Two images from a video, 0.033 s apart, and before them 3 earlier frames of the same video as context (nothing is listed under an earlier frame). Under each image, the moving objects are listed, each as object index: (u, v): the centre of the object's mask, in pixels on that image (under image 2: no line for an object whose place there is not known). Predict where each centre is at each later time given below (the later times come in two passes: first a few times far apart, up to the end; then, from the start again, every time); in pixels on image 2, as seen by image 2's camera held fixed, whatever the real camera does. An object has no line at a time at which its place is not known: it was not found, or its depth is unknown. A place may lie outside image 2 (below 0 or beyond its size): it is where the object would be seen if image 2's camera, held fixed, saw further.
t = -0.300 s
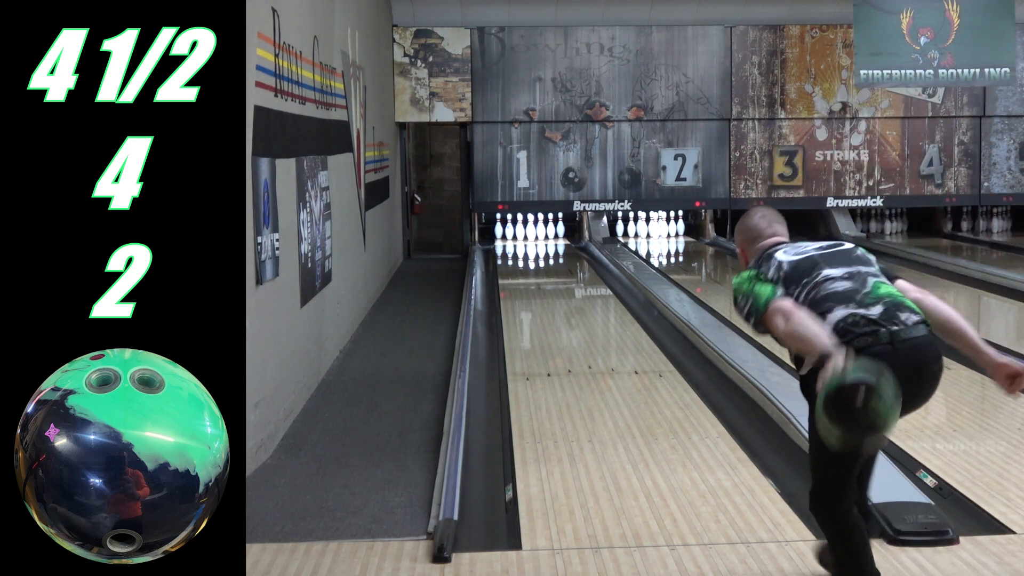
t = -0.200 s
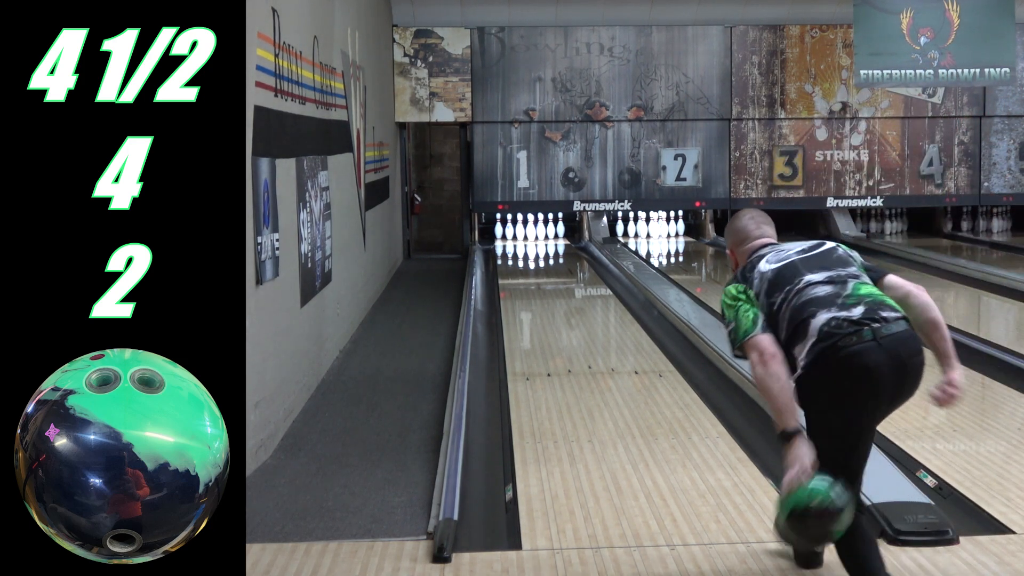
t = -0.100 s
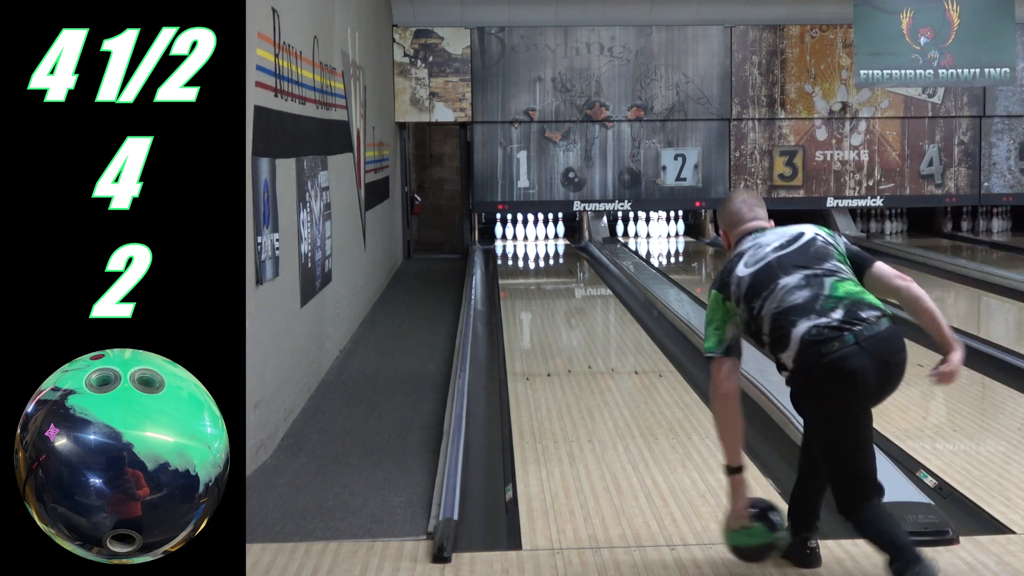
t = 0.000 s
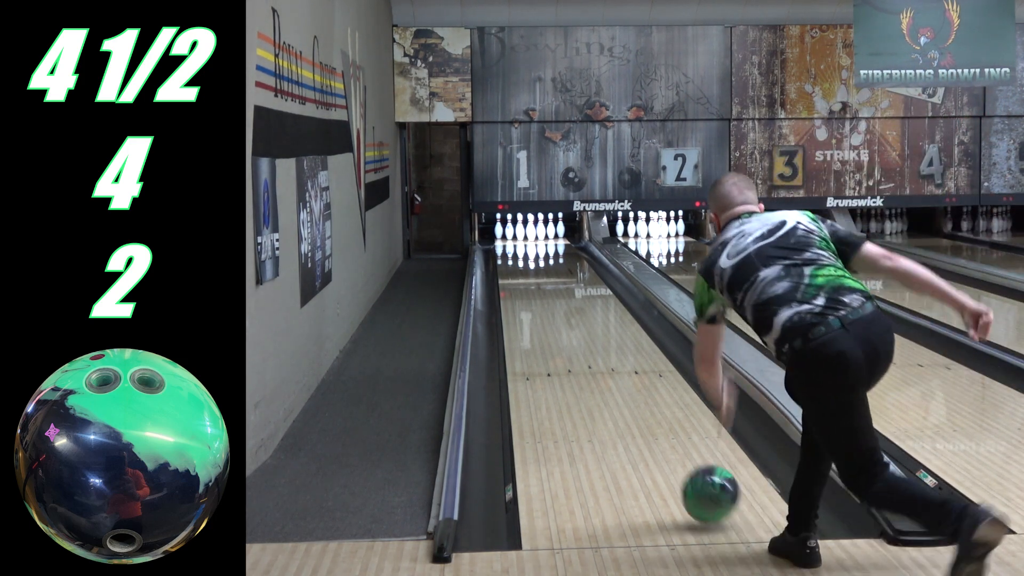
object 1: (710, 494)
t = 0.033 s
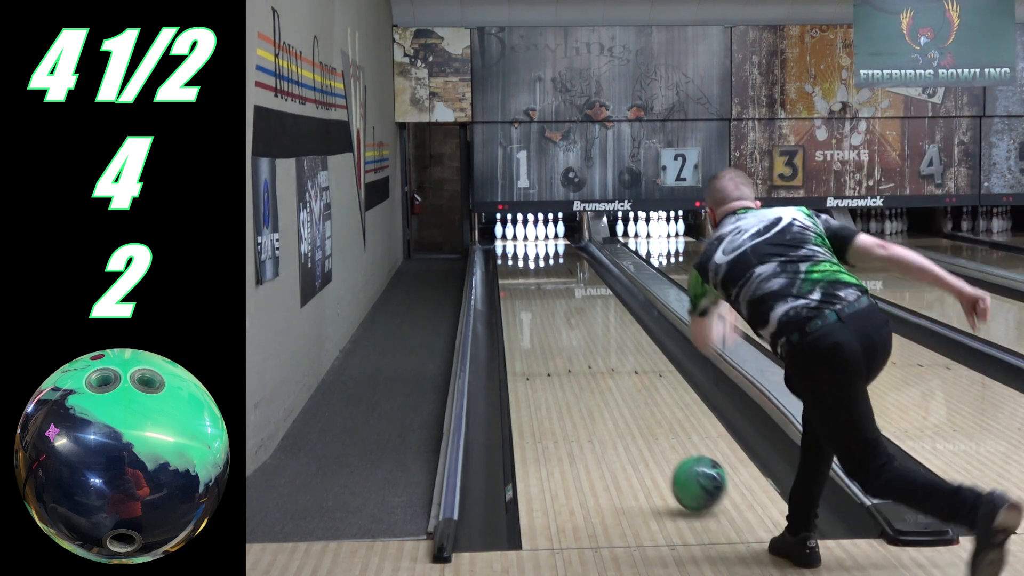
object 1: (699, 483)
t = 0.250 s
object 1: (642, 421)
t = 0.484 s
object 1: (602, 372)
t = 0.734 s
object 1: (572, 336)
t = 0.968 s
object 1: (553, 311)
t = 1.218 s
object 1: (538, 292)
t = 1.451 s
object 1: (527, 277)
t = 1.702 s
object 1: (516, 264)
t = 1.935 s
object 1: (513, 255)
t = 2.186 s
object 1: (512, 246)
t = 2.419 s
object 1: (518, 240)
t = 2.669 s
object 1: (526, 234)
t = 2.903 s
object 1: (531, 231)
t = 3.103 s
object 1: (536, 232)
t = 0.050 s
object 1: (693, 479)
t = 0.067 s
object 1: (688, 476)
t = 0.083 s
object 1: (683, 469)
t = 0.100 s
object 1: (679, 464)
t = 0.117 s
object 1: (674, 458)
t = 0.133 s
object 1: (669, 453)
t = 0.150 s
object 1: (665, 447)
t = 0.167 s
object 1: (661, 443)
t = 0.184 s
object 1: (657, 438)
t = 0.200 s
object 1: (653, 433)
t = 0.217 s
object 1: (649, 429)
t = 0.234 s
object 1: (645, 424)
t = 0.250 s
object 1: (642, 421)
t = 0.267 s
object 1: (638, 416)
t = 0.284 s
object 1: (635, 412)
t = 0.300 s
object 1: (632, 408)
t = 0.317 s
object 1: (628, 405)
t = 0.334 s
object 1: (625, 401)
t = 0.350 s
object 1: (623, 398)
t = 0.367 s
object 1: (620, 394)
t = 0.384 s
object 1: (617, 390)
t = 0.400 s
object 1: (613, 387)
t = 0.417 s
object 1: (611, 384)
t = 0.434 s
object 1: (609, 381)
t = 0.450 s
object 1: (606, 378)
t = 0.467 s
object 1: (604, 375)
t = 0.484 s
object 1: (602, 372)
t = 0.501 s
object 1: (599, 369)
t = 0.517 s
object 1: (597, 367)
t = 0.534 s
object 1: (595, 364)
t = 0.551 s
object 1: (593, 361)
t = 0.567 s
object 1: (590, 358)
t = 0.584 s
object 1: (589, 357)
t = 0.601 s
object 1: (586, 354)
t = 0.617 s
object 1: (585, 351)
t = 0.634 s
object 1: (583, 349)
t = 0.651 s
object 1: (581, 347)
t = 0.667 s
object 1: (579, 344)
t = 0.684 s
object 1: (577, 342)
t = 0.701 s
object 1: (576, 340)
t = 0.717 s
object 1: (574, 338)
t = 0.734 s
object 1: (572, 336)
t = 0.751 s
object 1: (570, 334)
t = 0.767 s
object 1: (569, 332)
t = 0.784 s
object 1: (568, 331)
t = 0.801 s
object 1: (566, 329)
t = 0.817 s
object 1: (565, 327)
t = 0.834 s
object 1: (563, 325)
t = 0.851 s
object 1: (562, 323)
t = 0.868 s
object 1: (561, 322)
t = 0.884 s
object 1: (560, 320)
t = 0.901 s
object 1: (558, 318)
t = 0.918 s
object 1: (556, 316)
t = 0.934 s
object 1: (555, 315)
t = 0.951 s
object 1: (554, 313)
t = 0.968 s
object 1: (553, 311)
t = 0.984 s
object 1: (552, 310)
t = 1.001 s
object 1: (550, 308)
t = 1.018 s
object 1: (549, 307)
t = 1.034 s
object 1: (549, 306)
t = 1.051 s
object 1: (548, 304)
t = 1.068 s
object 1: (547, 303)
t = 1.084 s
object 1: (545, 302)
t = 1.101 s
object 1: (544, 300)
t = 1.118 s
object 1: (543, 299)
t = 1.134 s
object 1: (542, 298)
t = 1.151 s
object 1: (541, 296)
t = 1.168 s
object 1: (540, 295)
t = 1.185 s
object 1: (539, 294)
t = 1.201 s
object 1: (539, 293)
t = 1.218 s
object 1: (538, 292)
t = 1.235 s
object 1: (537, 290)
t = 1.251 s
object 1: (536, 289)
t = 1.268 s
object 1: (535, 288)
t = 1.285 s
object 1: (534, 287)
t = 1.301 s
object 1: (534, 286)
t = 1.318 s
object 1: (533, 285)
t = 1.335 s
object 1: (532, 284)
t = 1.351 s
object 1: (531, 282)
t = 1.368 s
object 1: (530, 281)
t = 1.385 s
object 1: (530, 280)
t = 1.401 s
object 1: (529, 280)
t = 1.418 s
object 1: (529, 279)
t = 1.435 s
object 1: (527, 278)
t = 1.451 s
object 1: (527, 277)
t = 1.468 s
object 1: (526, 276)
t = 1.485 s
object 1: (526, 275)
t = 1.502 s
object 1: (525, 274)
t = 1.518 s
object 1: (524, 274)
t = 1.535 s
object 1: (523, 272)
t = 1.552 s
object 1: (523, 271)
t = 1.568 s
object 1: (523, 271)
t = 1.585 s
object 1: (523, 270)
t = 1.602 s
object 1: (521, 269)
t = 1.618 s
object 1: (520, 268)
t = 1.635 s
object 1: (520, 267)
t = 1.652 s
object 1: (519, 266)
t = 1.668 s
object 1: (519, 266)
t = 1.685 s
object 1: (518, 265)
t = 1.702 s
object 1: (516, 264)
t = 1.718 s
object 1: (517, 263)
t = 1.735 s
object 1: (517, 263)
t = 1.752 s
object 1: (518, 262)
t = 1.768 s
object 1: (517, 261)
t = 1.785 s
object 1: (516, 261)
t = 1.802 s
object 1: (515, 260)
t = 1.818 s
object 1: (516, 259)
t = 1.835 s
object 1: (515, 258)
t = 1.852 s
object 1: (515, 258)
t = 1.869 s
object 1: (514, 257)
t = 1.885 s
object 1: (514, 256)
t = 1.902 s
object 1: (513, 255)
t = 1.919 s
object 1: (513, 254)
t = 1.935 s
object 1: (513, 255)
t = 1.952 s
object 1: (512, 254)
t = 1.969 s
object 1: (512, 253)
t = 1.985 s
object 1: (512, 252)
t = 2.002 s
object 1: (512, 252)
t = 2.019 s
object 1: (512, 251)
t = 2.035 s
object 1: (513, 250)
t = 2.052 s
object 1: (512, 250)
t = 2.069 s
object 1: (512, 249)
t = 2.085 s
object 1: (513, 248)
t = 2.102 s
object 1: (512, 248)
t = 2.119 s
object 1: (512, 248)
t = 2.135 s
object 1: (512, 248)
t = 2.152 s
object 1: (512, 247)
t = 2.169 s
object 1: (512, 247)
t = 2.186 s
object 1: (512, 246)
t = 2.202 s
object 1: (513, 246)
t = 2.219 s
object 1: (512, 246)
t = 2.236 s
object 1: (513, 245)
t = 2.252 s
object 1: (513, 244)
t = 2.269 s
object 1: (514, 243)
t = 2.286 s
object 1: (514, 243)
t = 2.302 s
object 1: (514, 242)
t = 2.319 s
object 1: (515, 242)
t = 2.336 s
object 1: (515, 242)
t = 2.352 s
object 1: (516, 241)
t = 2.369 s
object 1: (516, 241)
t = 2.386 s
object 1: (517, 240)
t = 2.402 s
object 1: (518, 240)
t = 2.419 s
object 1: (518, 240)
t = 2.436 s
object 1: (518, 239)
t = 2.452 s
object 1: (518, 239)
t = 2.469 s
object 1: (519, 238)
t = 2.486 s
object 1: (520, 238)
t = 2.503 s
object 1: (520, 237)
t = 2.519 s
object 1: (521, 237)
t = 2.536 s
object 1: (522, 237)
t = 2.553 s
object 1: (523, 236)
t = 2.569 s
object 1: (524, 236)
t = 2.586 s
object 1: (524, 236)
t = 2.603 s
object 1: (525, 235)
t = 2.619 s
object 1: (526, 235)
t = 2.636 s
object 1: (525, 235)
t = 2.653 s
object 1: (526, 234)
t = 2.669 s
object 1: (526, 234)
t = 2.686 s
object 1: (525, 234)
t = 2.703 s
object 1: (526, 233)
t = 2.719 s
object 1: (527, 233)
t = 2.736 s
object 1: (529, 232)
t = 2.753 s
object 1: (528, 233)
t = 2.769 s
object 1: (529, 232)
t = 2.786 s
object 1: (529, 233)
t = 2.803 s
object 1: (529, 232)
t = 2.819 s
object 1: (529, 232)
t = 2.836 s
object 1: (528, 232)
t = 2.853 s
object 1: (528, 232)
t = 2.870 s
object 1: (529, 232)
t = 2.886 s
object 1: (529, 231)
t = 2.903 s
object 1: (531, 231)
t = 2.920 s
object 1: (532, 231)
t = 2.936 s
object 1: (531, 230)
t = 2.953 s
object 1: (533, 231)
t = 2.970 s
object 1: (532, 231)
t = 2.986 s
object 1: (532, 230)
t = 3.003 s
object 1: (532, 230)
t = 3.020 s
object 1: (530, 231)
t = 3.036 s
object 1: (531, 231)
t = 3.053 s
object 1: (532, 231)
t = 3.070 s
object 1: (533, 232)
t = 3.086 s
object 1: (534, 232)
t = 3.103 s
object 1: (536, 232)
